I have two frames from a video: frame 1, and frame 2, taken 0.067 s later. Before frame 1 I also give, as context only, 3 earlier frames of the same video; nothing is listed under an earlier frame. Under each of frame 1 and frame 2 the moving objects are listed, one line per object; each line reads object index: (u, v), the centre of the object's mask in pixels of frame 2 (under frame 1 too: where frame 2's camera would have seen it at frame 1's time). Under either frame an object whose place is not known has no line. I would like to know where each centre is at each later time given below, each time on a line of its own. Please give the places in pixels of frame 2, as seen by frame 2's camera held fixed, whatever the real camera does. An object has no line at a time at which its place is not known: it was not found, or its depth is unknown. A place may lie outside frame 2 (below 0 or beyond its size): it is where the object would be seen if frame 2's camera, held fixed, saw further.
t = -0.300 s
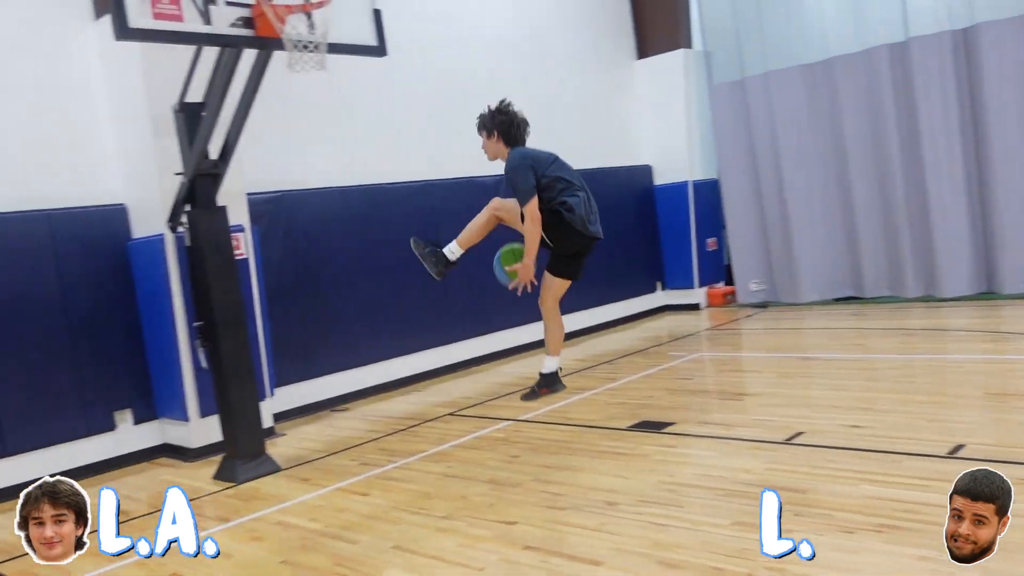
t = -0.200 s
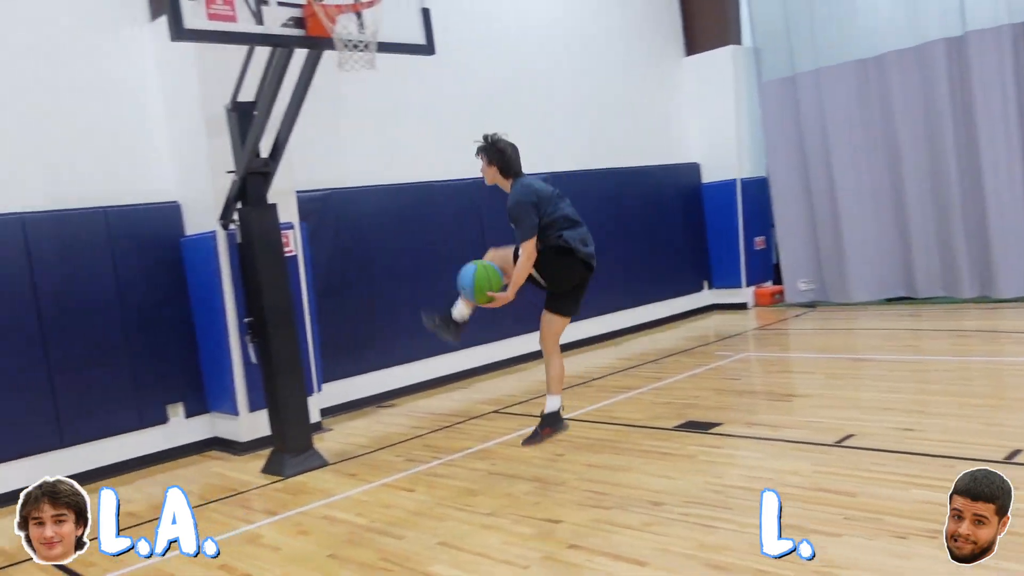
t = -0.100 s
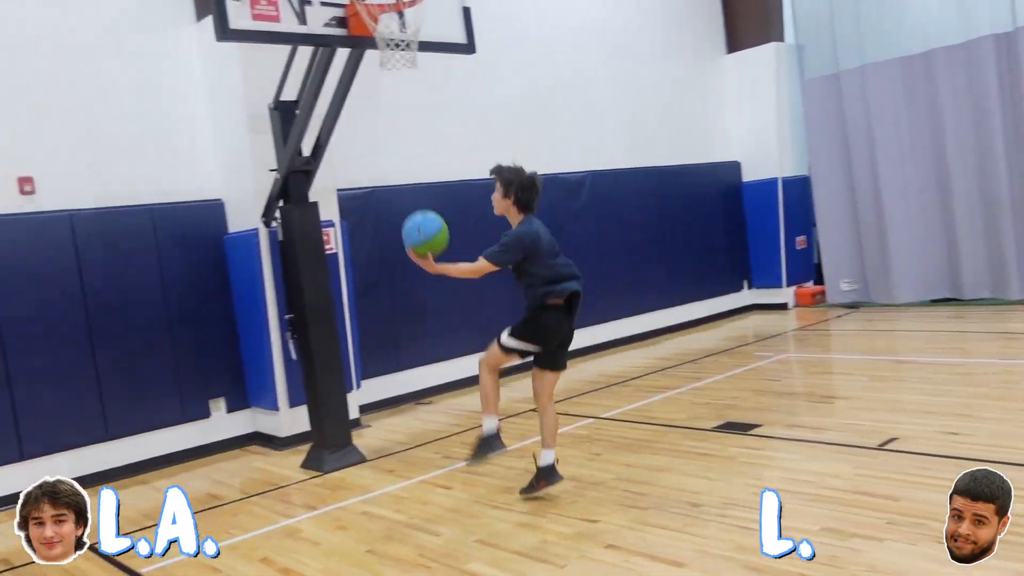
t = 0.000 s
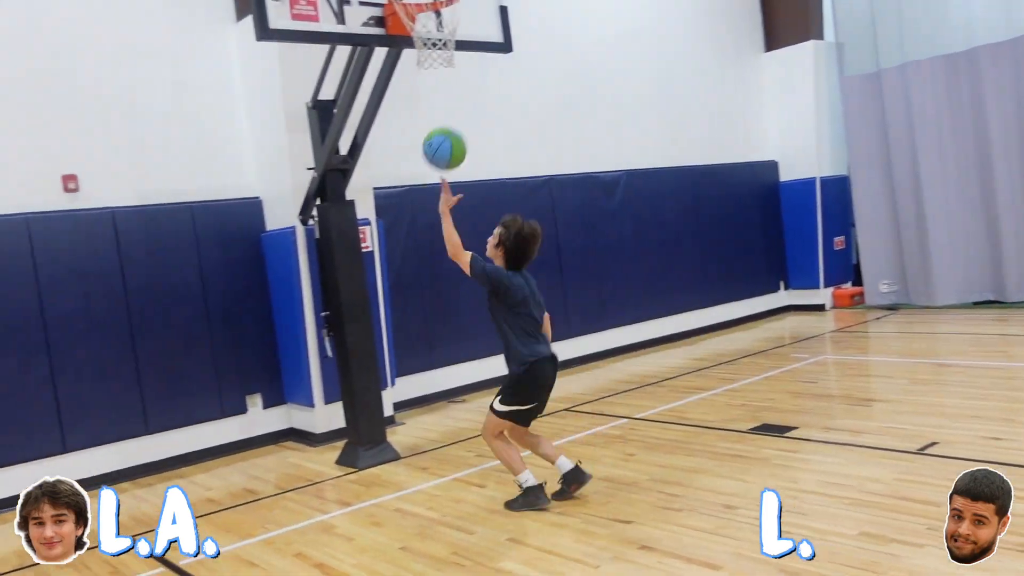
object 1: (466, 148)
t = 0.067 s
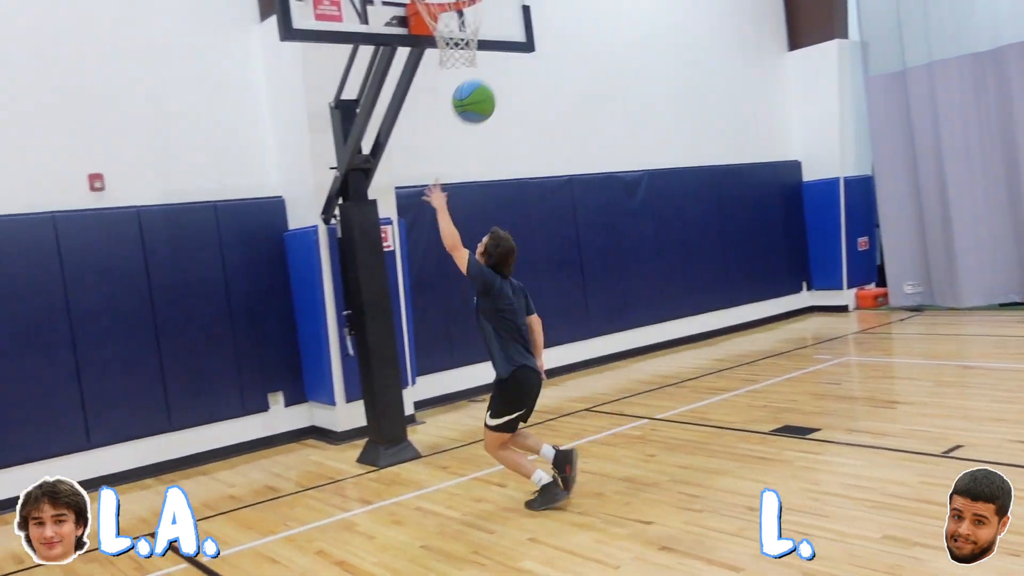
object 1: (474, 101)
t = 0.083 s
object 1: (475, 91)
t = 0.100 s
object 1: (477, 82)
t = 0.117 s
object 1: (479, 73)
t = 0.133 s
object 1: (482, 64)
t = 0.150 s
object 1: (484, 56)
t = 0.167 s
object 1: (485, 49)
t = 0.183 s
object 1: (488, 42)
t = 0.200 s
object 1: (490, 36)
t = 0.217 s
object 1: (493, 30)
